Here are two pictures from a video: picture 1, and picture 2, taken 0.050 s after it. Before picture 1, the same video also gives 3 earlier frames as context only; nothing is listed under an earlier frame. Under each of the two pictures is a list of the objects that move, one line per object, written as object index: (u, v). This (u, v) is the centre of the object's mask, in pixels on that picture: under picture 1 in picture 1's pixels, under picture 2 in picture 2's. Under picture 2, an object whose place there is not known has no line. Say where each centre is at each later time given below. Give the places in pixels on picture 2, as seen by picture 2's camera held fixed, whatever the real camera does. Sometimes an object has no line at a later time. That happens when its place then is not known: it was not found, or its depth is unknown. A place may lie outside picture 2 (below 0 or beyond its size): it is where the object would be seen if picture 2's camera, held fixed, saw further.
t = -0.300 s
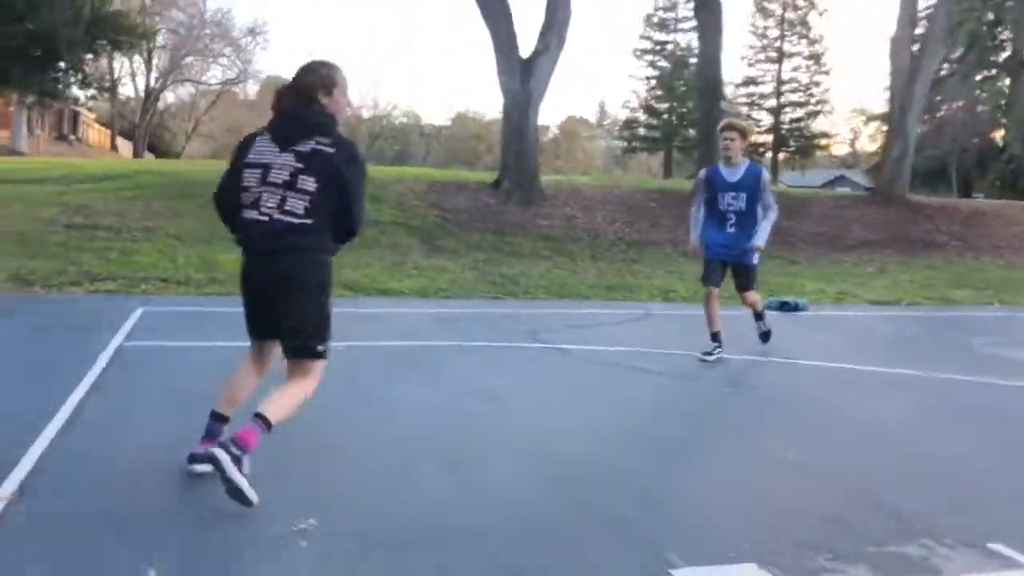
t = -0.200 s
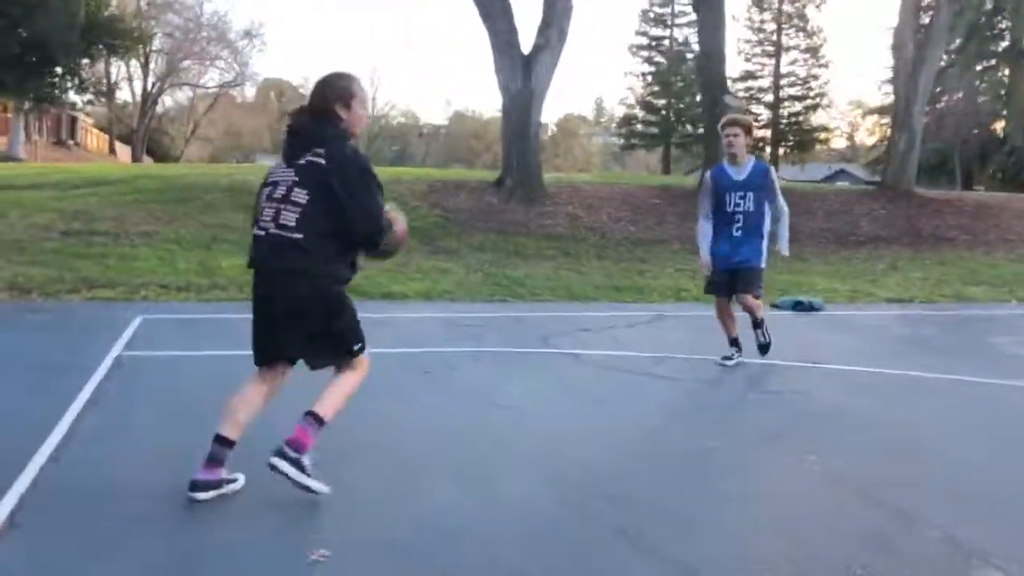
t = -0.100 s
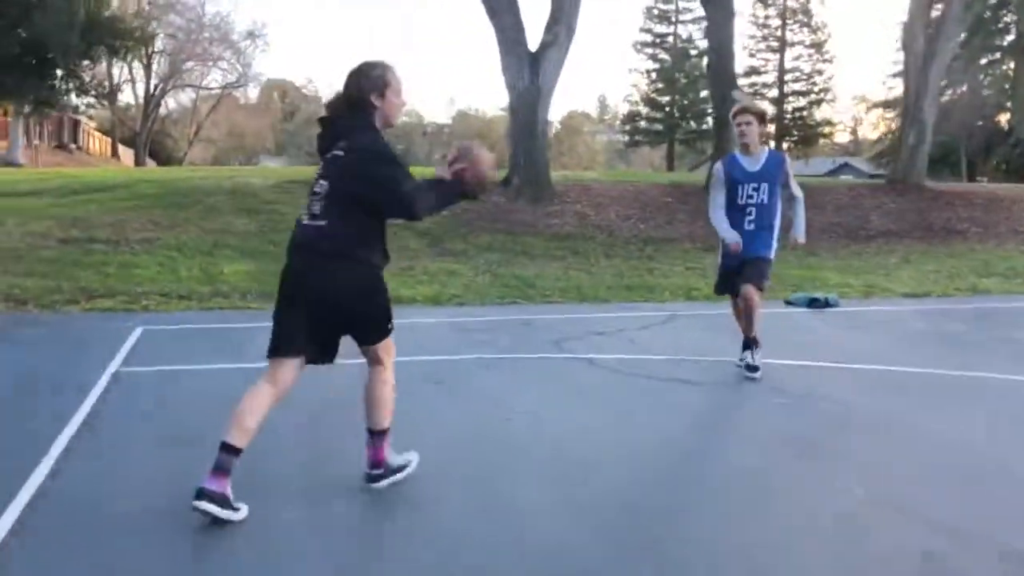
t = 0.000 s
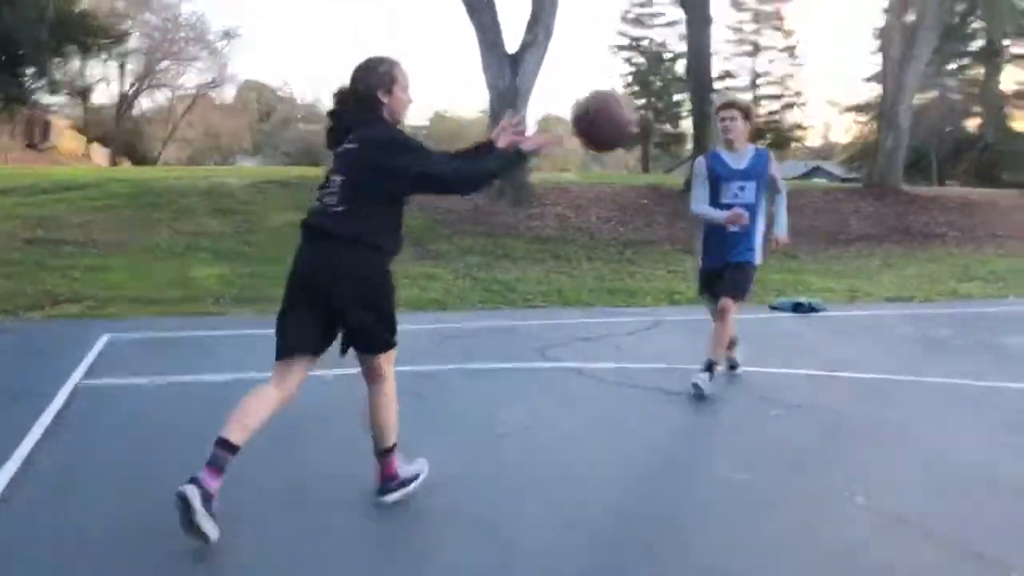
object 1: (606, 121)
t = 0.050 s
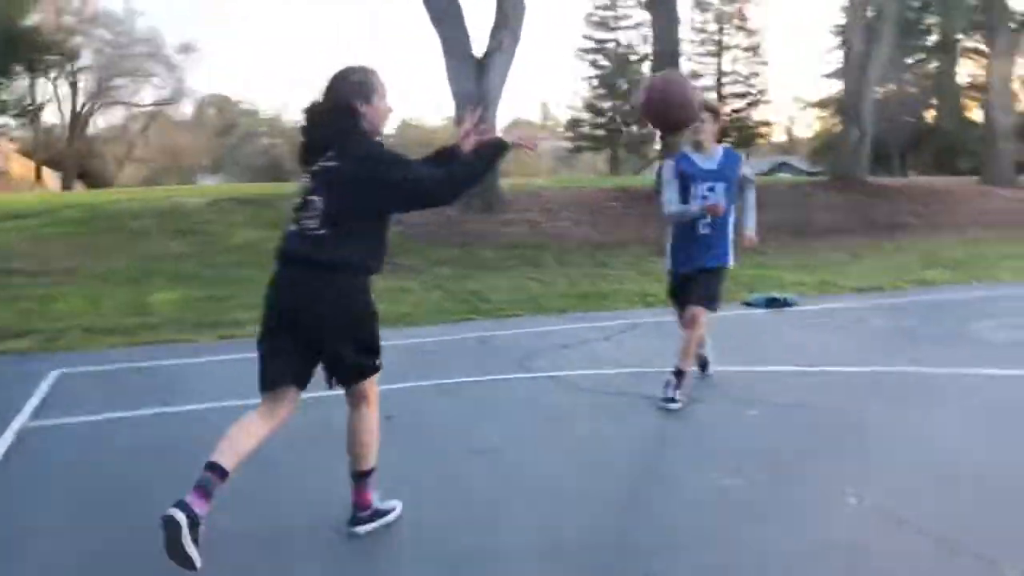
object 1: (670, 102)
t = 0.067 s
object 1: (702, 99)
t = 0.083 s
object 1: (734, 95)
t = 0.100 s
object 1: (767, 91)
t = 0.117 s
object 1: (800, 89)
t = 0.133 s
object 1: (835, 84)
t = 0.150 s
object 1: (867, 83)
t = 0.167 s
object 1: (896, 83)
